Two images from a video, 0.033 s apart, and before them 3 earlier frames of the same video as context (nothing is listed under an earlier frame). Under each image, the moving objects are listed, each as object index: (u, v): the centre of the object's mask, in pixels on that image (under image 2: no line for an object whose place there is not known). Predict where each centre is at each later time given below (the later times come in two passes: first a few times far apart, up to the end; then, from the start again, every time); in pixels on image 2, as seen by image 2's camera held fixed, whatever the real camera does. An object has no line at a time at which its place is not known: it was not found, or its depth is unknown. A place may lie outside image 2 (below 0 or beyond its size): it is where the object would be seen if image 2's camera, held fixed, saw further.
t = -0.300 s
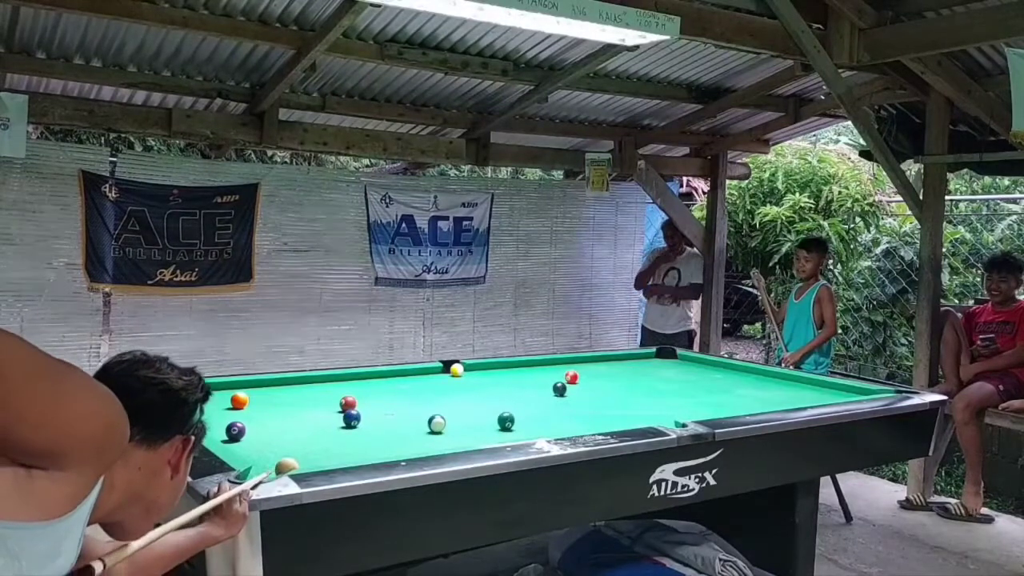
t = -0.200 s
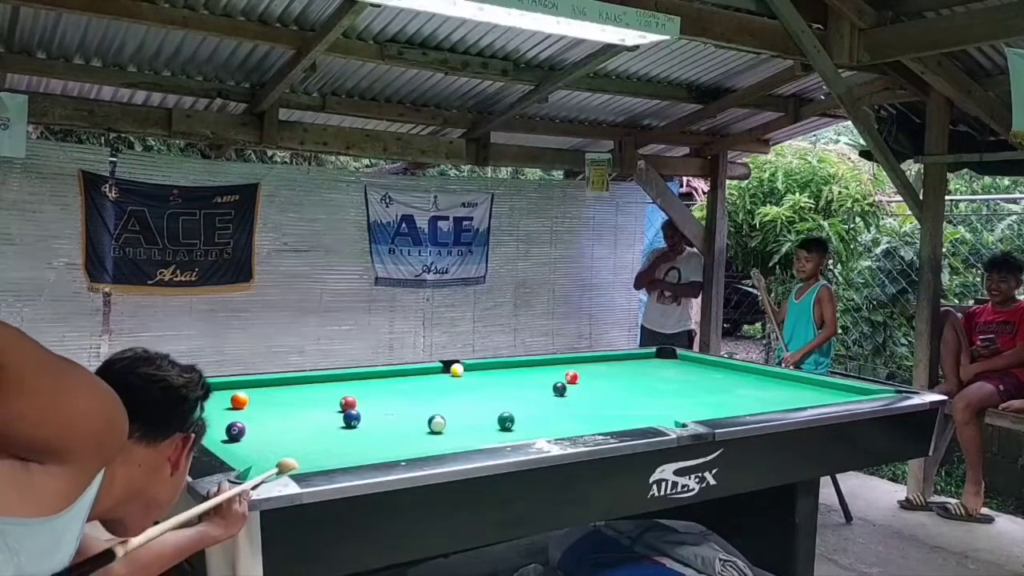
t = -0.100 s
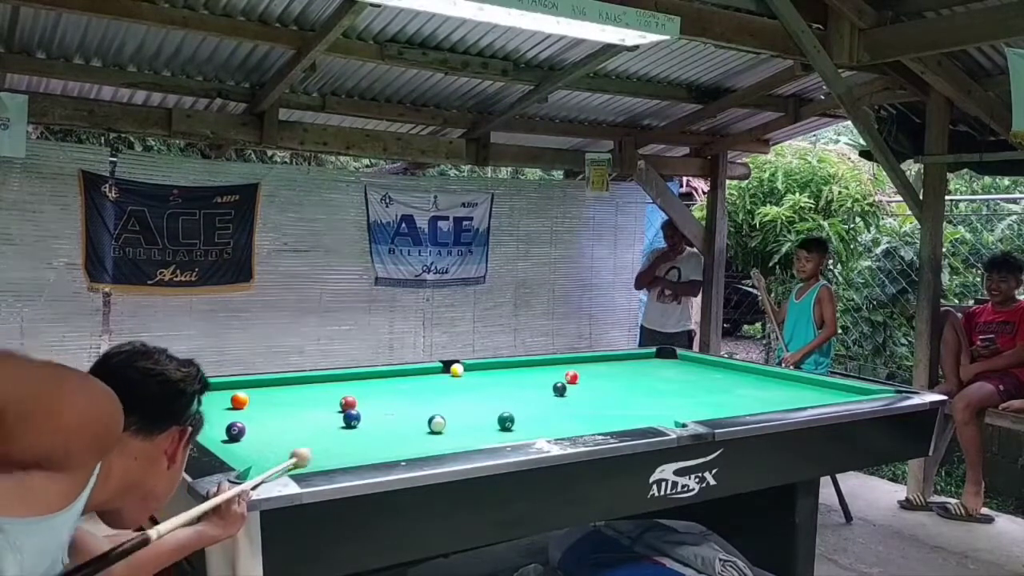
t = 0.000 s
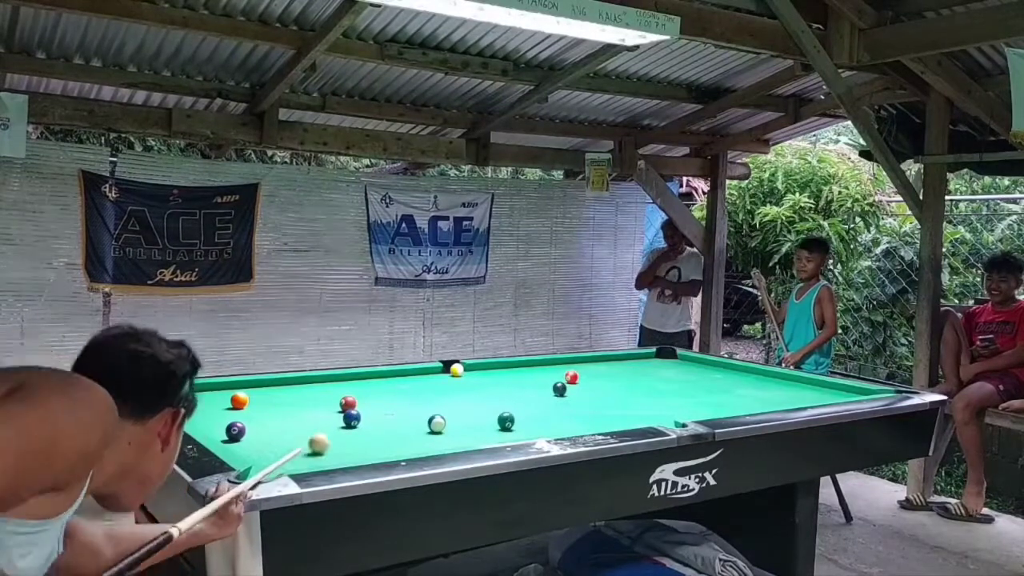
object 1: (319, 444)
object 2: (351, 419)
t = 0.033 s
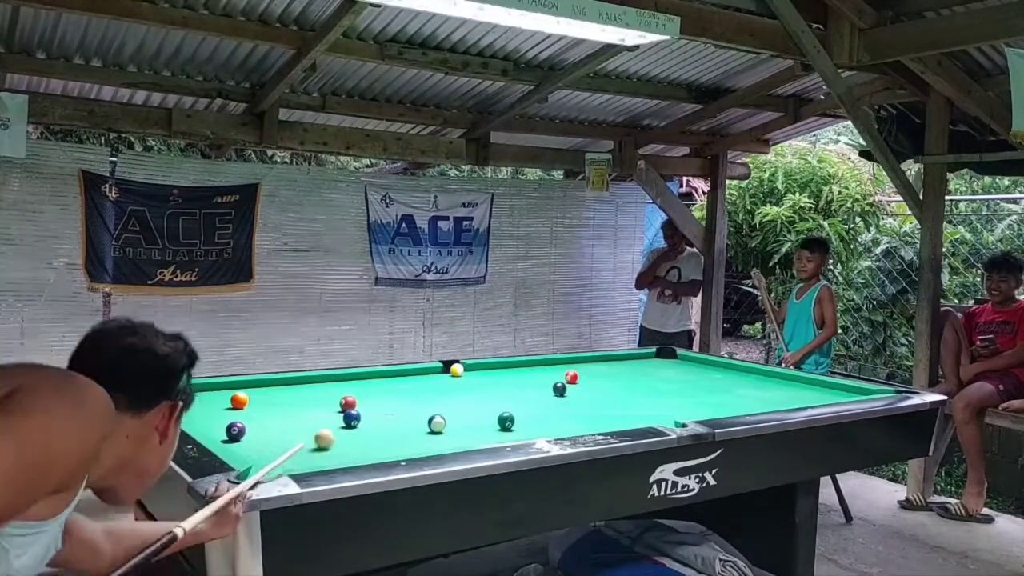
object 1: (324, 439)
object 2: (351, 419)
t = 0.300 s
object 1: (342, 420)
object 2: (369, 408)
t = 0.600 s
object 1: (342, 411)
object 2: (397, 392)
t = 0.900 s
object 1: (340, 406)
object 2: (420, 379)
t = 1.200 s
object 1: (335, 404)
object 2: (440, 369)
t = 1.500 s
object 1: (331, 403)
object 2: (450, 370)
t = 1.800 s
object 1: (329, 403)
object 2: (457, 370)
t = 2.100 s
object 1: (328, 403)
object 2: (462, 371)
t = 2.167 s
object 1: (328, 403)
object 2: (462, 371)
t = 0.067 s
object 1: (329, 435)
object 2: (351, 419)
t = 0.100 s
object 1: (335, 431)
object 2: (351, 419)
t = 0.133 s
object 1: (340, 426)
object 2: (353, 418)
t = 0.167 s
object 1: (344, 423)
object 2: (355, 417)
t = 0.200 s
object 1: (344, 422)
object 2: (356, 416)
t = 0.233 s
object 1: (343, 421)
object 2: (361, 413)
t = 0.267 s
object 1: (343, 420)
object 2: (365, 411)
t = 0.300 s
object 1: (342, 420)
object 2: (369, 408)
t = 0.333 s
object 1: (342, 419)
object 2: (372, 406)
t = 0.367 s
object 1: (342, 418)
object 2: (375, 405)
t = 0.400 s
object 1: (342, 417)
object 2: (379, 403)
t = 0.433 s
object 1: (342, 416)
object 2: (382, 401)
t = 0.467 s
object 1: (342, 415)
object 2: (385, 399)
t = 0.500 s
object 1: (342, 414)
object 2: (388, 397)
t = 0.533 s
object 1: (342, 413)
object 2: (391, 396)
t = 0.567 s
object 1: (342, 412)
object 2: (394, 394)
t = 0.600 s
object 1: (342, 411)
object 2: (397, 392)
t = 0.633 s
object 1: (343, 411)
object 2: (400, 391)
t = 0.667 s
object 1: (343, 409)
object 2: (402, 389)
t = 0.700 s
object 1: (342, 409)
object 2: (405, 388)
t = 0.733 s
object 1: (343, 408)
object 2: (408, 387)
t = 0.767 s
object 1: (343, 407)
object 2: (410, 385)
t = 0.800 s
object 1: (342, 407)
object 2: (412, 384)
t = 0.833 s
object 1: (341, 406)
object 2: (415, 382)
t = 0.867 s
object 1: (341, 406)
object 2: (417, 381)
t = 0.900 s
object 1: (340, 406)
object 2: (420, 379)
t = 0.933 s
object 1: (339, 406)
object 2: (422, 378)
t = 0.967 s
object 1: (339, 406)
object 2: (424, 377)
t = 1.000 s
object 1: (338, 405)
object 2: (426, 376)
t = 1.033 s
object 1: (338, 405)
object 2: (429, 374)
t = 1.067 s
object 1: (337, 405)
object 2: (431, 374)
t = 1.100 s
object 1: (337, 405)
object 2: (432, 373)
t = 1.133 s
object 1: (336, 405)
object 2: (435, 371)
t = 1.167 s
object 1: (335, 404)
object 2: (437, 369)
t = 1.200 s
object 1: (335, 404)
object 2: (440, 369)
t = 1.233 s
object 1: (335, 404)
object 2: (443, 369)
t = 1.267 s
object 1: (334, 404)
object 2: (444, 370)
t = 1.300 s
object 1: (334, 404)
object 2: (445, 370)
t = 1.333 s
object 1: (333, 404)
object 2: (446, 369)
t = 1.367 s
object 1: (333, 404)
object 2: (447, 370)
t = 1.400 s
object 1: (333, 404)
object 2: (448, 370)
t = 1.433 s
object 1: (332, 403)
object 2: (449, 369)
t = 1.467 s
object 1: (331, 403)
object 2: (450, 370)
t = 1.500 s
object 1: (331, 403)
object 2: (450, 370)
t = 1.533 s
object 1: (331, 403)
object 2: (451, 370)
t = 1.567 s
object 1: (331, 403)
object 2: (451, 370)
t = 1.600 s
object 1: (330, 403)
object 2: (453, 370)
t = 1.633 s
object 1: (330, 403)
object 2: (453, 370)
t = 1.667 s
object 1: (330, 403)
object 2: (454, 370)
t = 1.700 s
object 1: (329, 403)
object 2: (454, 370)
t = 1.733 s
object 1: (329, 403)
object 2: (455, 370)
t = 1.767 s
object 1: (329, 403)
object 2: (456, 370)
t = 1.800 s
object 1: (329, 403)
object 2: (457, 370)
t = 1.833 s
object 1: (329, 403)
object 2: (458, 370)
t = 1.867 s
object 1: (329, 403)
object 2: (458, 370)
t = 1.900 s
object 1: (328, 403)
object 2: (458, 370)
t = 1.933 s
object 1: (328, 403)
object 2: (459, 370)
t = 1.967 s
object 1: (328, 403)
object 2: (459, 370)
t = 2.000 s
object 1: (328, 403)
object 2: (460, 371)
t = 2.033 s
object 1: (328, 403)
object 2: (460, 370)
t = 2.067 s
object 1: (328, 403)
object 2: (461, 371)
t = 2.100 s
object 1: (328, 403)
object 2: (462, 371)
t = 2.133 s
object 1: (328, 403)
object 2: (462, 371)
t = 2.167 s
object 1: (328, 403)
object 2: (462, 371)
